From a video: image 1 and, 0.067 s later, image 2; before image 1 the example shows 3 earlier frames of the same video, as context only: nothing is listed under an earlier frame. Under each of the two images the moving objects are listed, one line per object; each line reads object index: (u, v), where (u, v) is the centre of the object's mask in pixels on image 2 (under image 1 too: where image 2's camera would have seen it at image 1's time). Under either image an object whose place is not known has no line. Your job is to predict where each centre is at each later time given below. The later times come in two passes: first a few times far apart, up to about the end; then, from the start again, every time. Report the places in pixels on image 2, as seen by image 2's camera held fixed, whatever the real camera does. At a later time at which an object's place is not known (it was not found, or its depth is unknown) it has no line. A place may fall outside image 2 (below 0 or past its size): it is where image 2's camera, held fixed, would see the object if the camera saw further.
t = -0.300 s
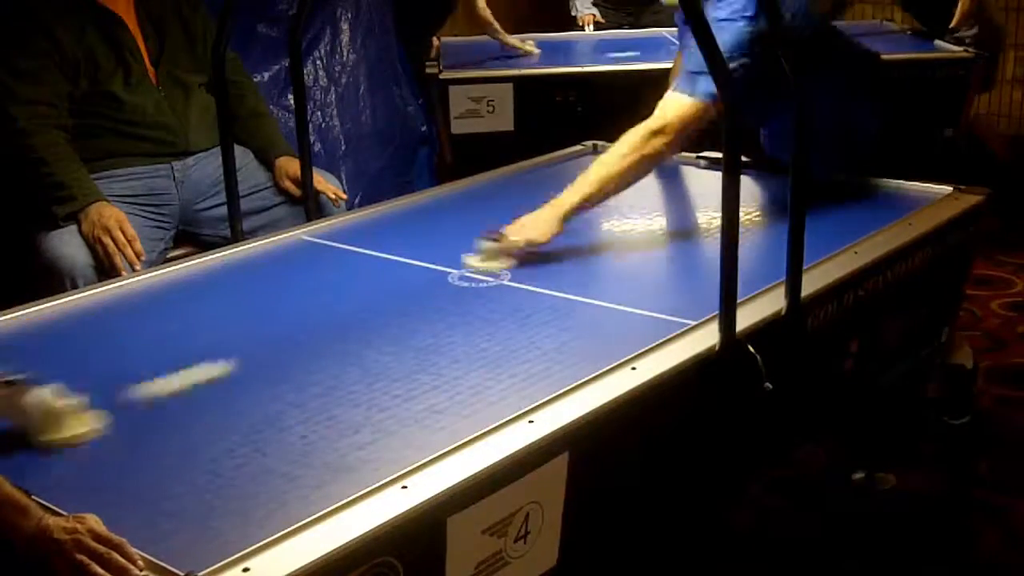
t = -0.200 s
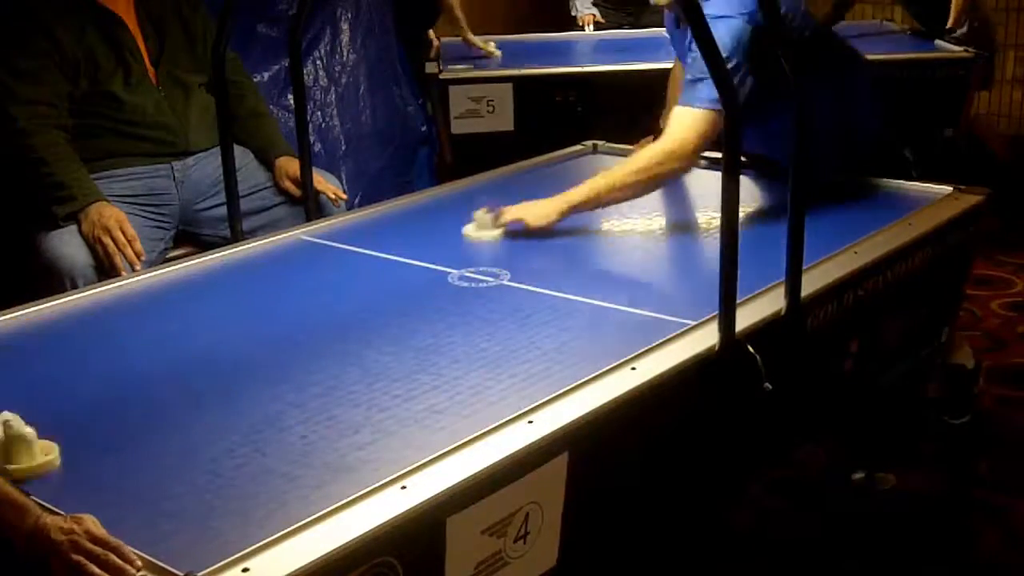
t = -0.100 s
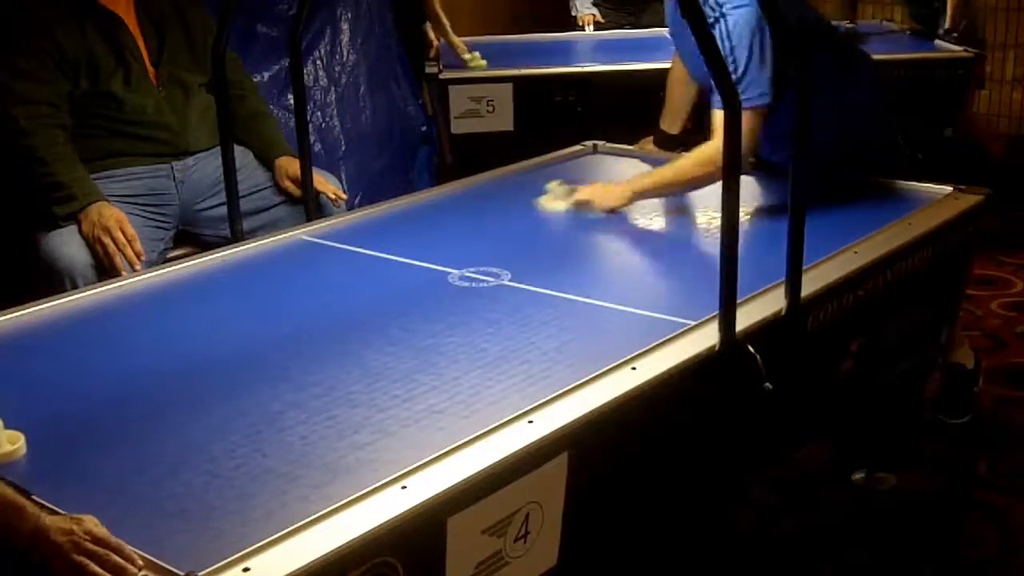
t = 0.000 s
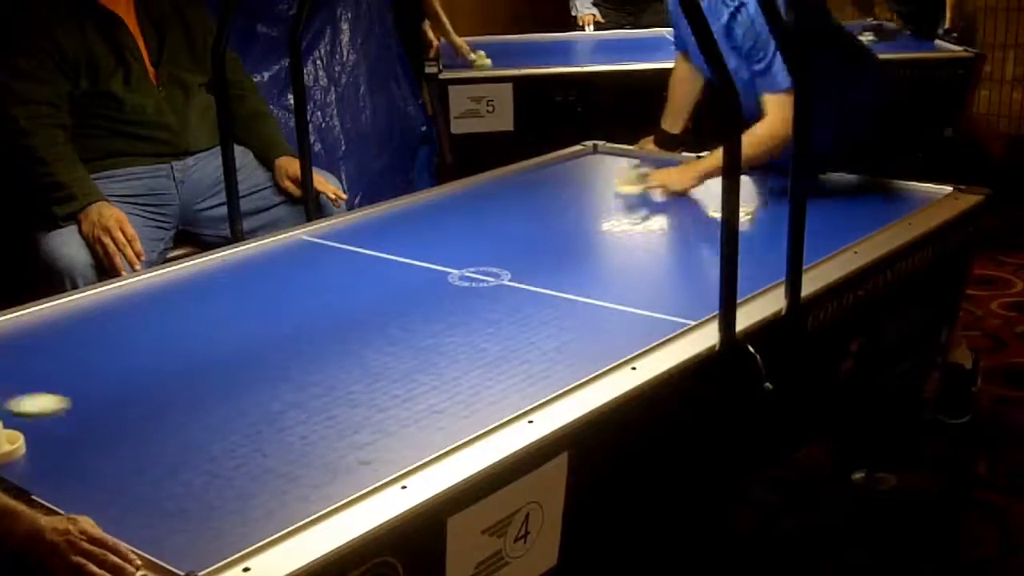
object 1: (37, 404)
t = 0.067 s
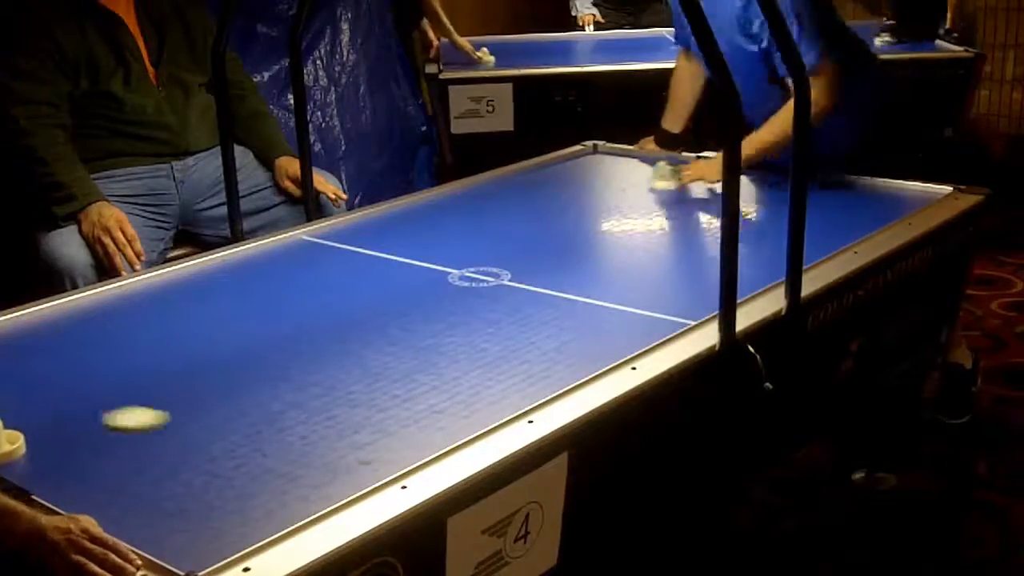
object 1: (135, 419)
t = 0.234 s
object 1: (406, 454)
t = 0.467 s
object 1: (240, 362)
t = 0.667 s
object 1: (133, 304)
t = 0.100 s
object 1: (186, 426)
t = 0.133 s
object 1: (241, 434)
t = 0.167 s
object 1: (296, 441)
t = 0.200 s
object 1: (354, 449)
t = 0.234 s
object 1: (406, 454)
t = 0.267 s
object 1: (384, 441)
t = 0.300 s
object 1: (356, 425)
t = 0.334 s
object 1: (331, 412)
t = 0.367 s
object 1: (307, 398)
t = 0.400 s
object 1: (283, 386)
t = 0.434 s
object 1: (261, 374)
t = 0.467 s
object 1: (240, 362)
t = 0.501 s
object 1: (220, 351)
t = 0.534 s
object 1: (201, 341)
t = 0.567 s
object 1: (182, 331)
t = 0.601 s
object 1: (165, 321)
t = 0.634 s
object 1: (149, 312)
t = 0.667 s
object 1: (133, 304)
